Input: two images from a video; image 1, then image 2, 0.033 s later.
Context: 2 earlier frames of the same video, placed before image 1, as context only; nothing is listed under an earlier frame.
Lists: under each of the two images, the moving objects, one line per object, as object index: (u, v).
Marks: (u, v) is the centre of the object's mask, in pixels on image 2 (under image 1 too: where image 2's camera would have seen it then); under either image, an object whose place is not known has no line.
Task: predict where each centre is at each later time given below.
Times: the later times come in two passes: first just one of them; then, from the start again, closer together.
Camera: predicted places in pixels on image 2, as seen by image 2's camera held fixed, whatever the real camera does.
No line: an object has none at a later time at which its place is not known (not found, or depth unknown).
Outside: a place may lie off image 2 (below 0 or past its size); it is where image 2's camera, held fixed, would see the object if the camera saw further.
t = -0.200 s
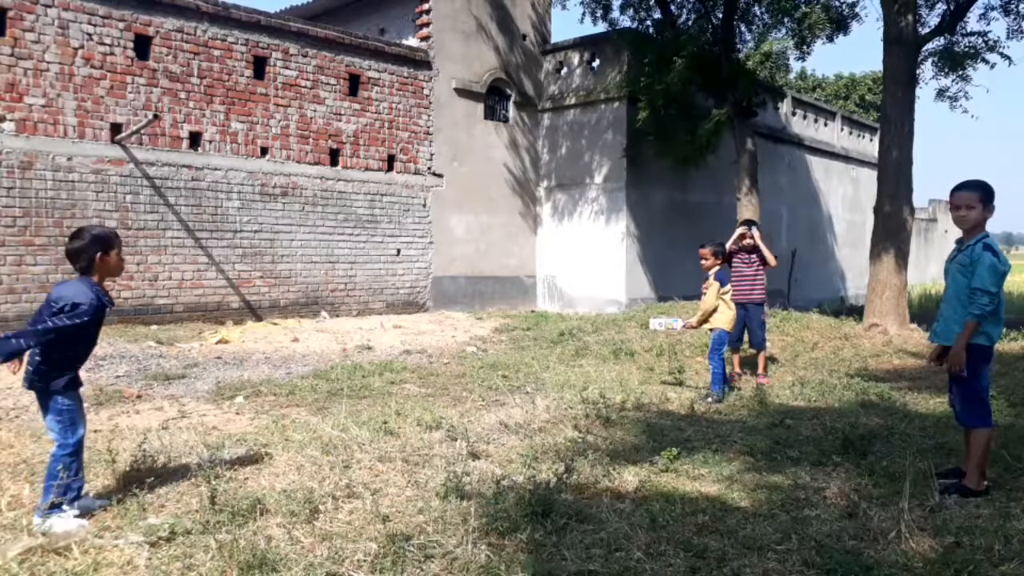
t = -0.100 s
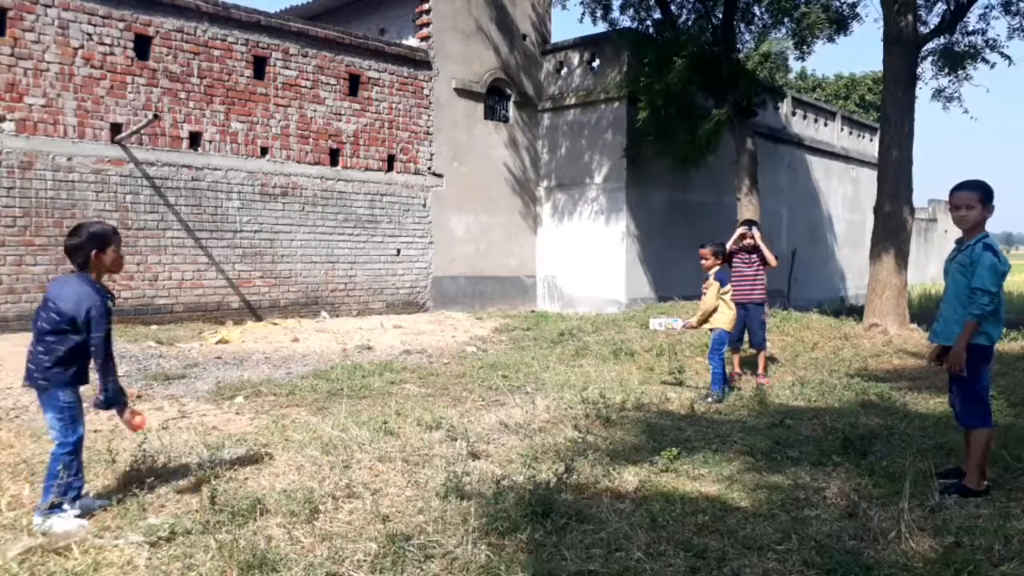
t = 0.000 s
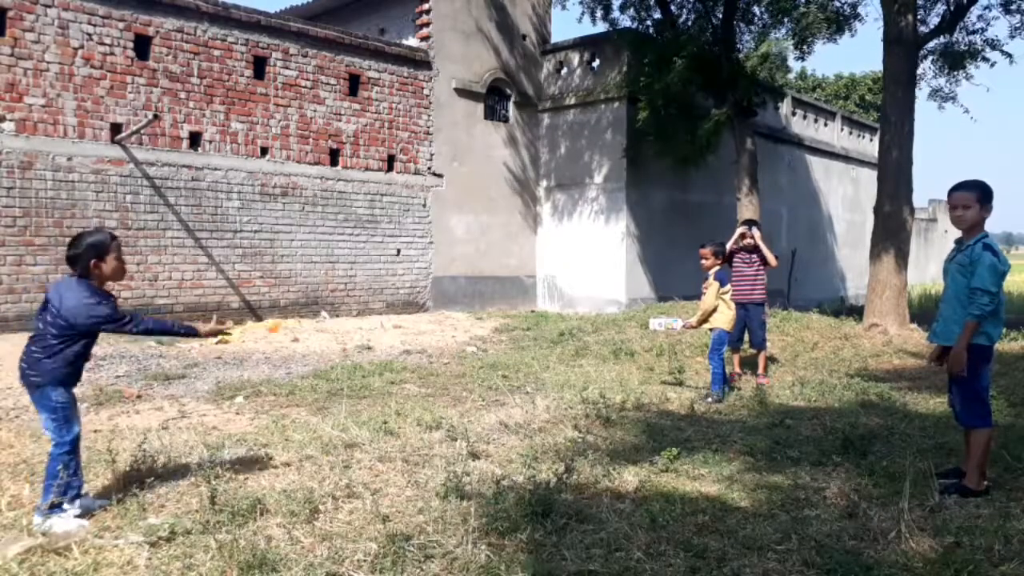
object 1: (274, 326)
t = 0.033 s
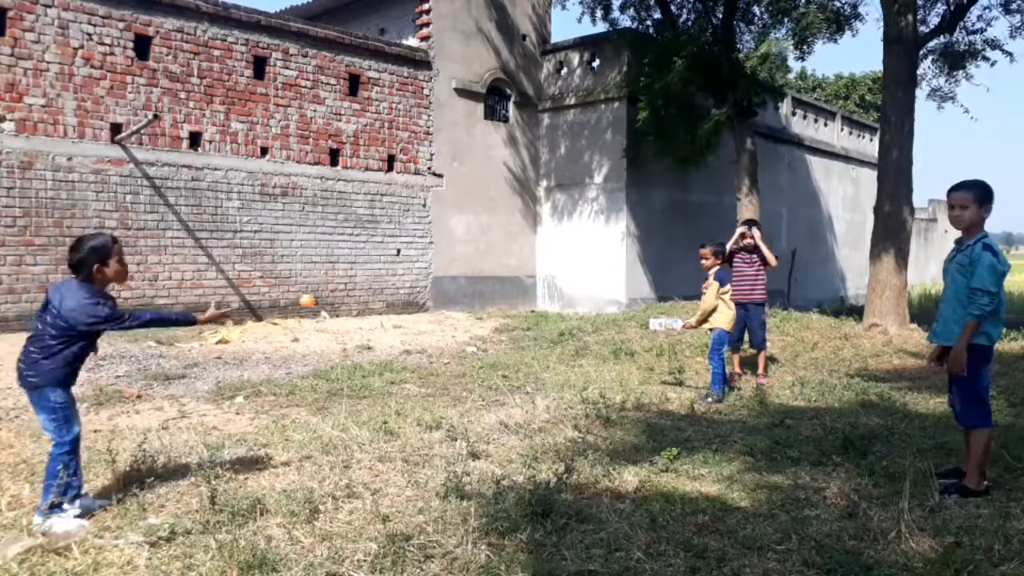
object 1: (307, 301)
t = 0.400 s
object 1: (530, 234)
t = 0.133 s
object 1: (393, 250)
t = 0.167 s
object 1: (416, 241)
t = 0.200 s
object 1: (439, 236)
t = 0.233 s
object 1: (454, 230)
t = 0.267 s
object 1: (472, 224)
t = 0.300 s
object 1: (490, 224)
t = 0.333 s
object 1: (505, 226)
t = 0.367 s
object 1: (517, 230)
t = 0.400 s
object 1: (530, 234)
